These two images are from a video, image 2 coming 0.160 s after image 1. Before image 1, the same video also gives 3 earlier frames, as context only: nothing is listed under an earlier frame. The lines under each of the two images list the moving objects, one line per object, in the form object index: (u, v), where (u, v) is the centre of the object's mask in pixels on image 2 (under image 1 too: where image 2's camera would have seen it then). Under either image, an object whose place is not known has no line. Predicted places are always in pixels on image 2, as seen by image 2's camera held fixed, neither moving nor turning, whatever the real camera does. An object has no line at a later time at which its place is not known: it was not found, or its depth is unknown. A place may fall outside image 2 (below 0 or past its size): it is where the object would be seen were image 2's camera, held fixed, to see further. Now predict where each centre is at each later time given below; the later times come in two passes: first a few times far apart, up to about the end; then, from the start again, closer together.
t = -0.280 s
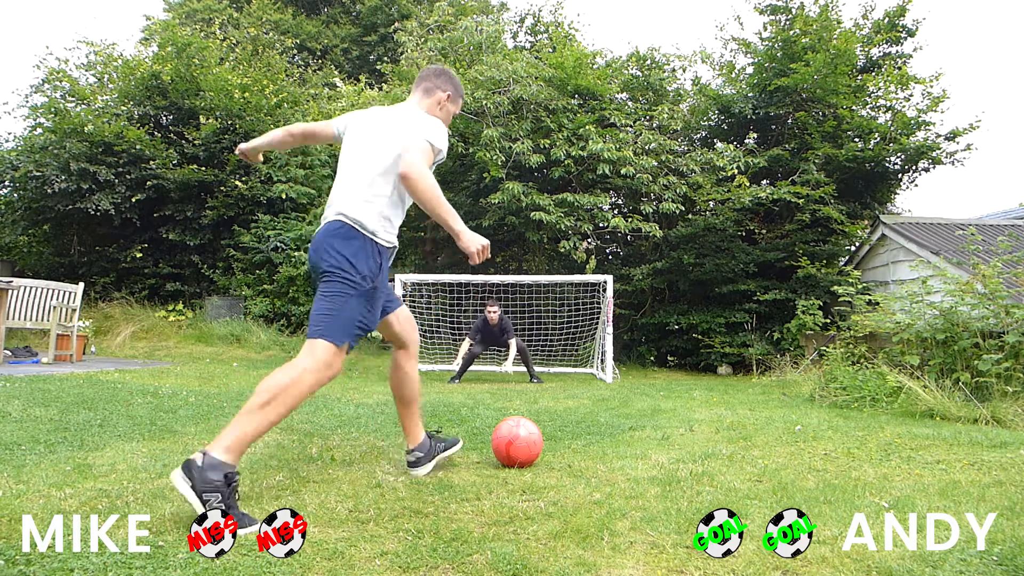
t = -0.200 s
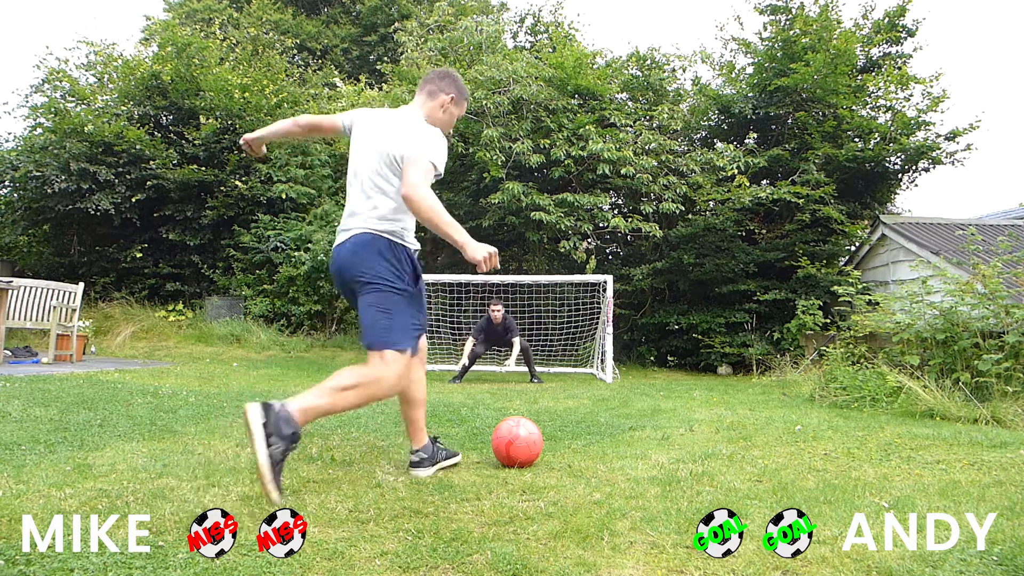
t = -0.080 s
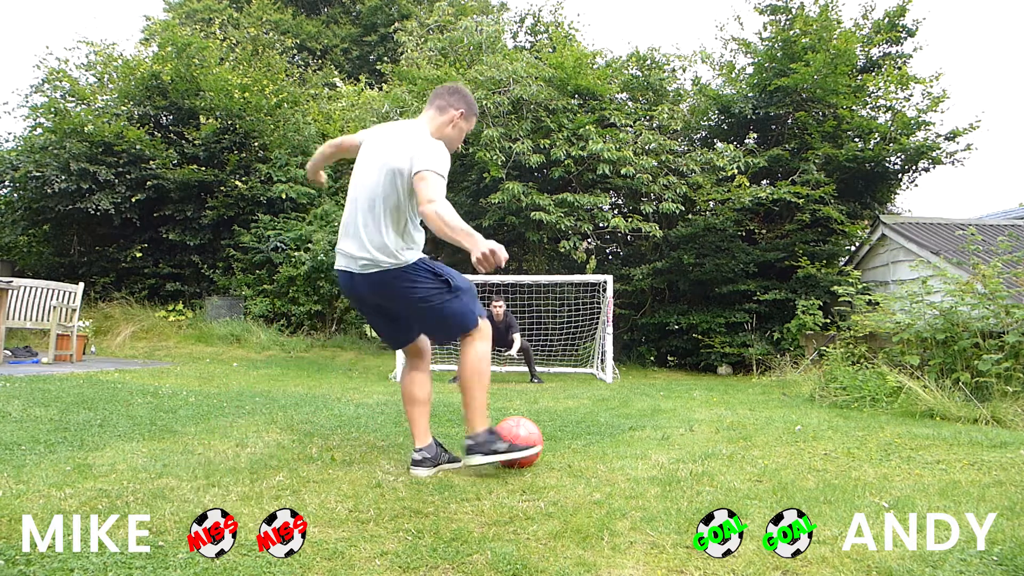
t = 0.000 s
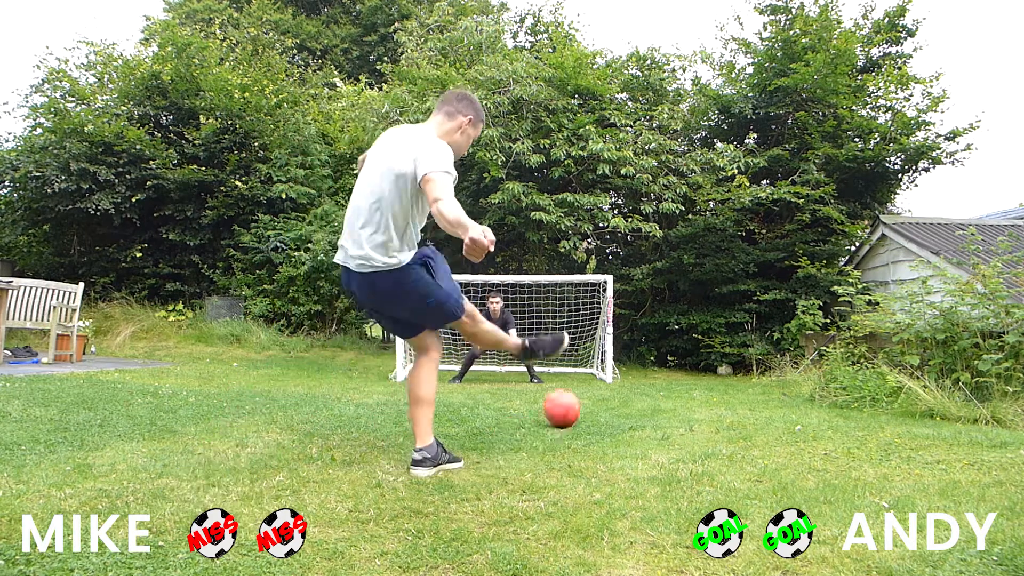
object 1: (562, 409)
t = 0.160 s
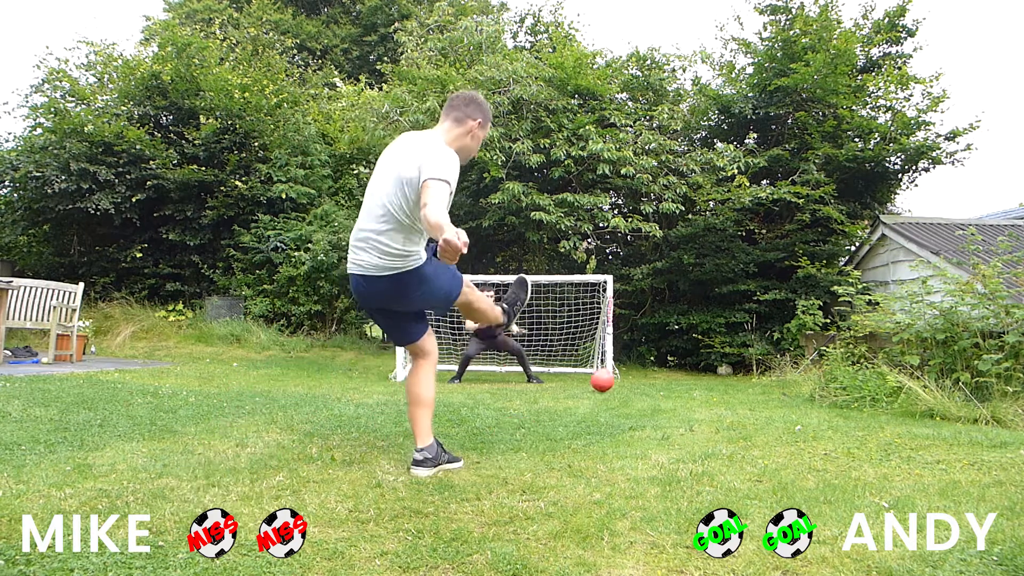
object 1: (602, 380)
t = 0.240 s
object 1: (611, 376)
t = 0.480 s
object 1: (706, 358)
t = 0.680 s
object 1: (798, 370)
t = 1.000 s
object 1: (767, 367)
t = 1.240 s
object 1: (751, 374)
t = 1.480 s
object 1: (739, 375)
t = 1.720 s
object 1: (725, 375)
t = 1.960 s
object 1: (713, 376)
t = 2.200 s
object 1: (702, 376)
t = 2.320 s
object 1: (697, 376)
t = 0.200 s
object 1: (608, 377)
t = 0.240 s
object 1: (611, 376)
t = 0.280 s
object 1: (614, 374)
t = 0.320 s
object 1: (625, 368)
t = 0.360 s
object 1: (646, 363)
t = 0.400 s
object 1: (666, 360)
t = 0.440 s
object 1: (687, 358)
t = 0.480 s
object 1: (706, 358)
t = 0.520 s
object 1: (726, 359)
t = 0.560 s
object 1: (744, 361)
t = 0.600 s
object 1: (763, 364)
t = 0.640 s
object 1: (781, 367)
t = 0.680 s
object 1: (798, 370)
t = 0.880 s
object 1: (775, 374)
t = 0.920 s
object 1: (772, 371)
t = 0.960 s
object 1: (769, 369)
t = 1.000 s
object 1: (767, 367)
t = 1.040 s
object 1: (765, 366)
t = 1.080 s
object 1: (762, 366)
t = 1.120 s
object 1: (759, 367)
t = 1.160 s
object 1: (757, 369)
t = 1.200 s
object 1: (754, 373)
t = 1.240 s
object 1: (751, 374)
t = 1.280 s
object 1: (750, 373)
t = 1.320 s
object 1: (747, 371)
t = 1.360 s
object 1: (745, 370)
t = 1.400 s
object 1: (743, 371)
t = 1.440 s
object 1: (741, 373)
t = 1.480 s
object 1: (739, 375)
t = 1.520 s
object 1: (737, 375)
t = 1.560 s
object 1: (734, 374)
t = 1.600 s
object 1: (733, 375)
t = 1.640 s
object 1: (730, 376)
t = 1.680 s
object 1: (727, 375)
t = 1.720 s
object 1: (725, 375)
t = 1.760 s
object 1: (723, 376)
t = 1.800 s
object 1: (720, 376)
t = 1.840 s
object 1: (718, 375)
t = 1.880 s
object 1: (717, 376)
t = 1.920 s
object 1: (715, 376)
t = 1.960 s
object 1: (713, 376)
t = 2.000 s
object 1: (711, 376)
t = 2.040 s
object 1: (709, 376)
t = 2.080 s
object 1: (707, 376)
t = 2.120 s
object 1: (705, 376)
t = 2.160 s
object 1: (704, 376)
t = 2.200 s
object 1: (702, 376)
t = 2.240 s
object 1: (700, 376)
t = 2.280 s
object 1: (698, 376)
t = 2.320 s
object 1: (697, 376)
